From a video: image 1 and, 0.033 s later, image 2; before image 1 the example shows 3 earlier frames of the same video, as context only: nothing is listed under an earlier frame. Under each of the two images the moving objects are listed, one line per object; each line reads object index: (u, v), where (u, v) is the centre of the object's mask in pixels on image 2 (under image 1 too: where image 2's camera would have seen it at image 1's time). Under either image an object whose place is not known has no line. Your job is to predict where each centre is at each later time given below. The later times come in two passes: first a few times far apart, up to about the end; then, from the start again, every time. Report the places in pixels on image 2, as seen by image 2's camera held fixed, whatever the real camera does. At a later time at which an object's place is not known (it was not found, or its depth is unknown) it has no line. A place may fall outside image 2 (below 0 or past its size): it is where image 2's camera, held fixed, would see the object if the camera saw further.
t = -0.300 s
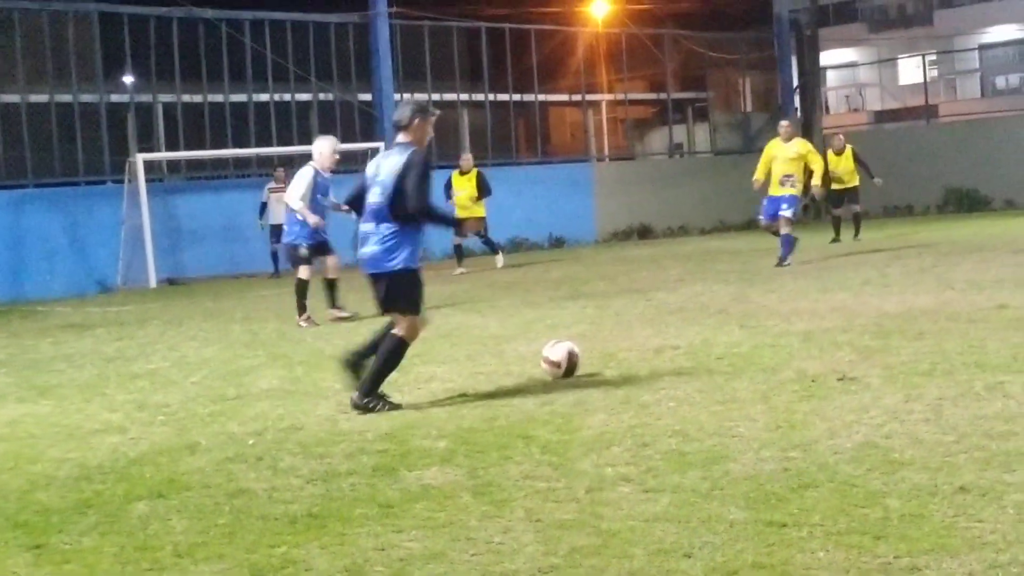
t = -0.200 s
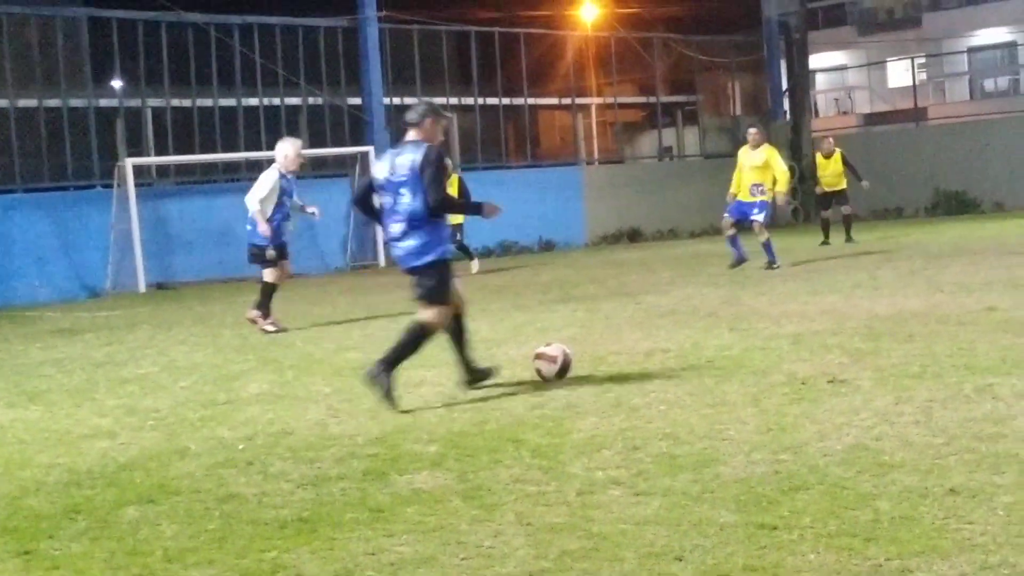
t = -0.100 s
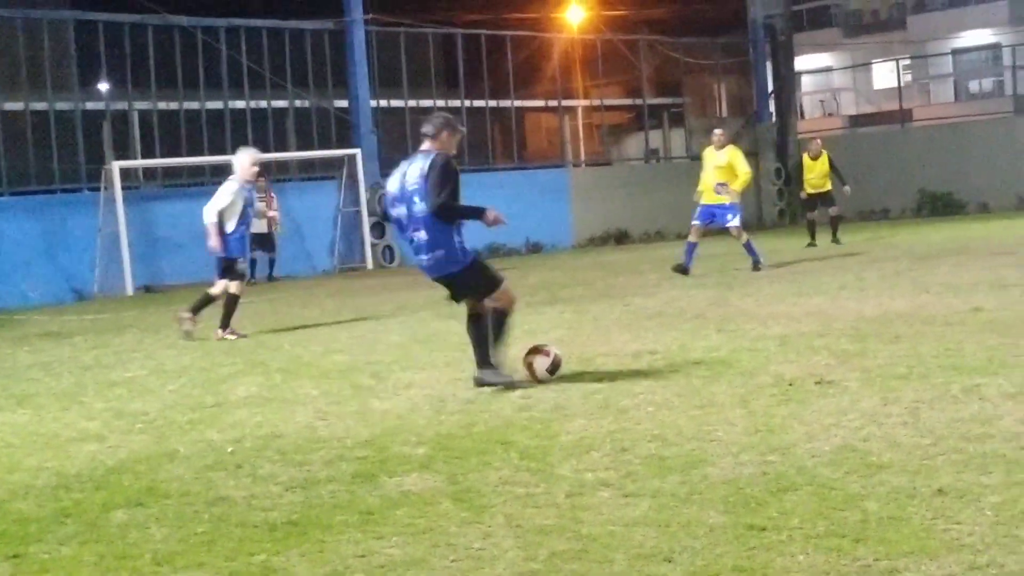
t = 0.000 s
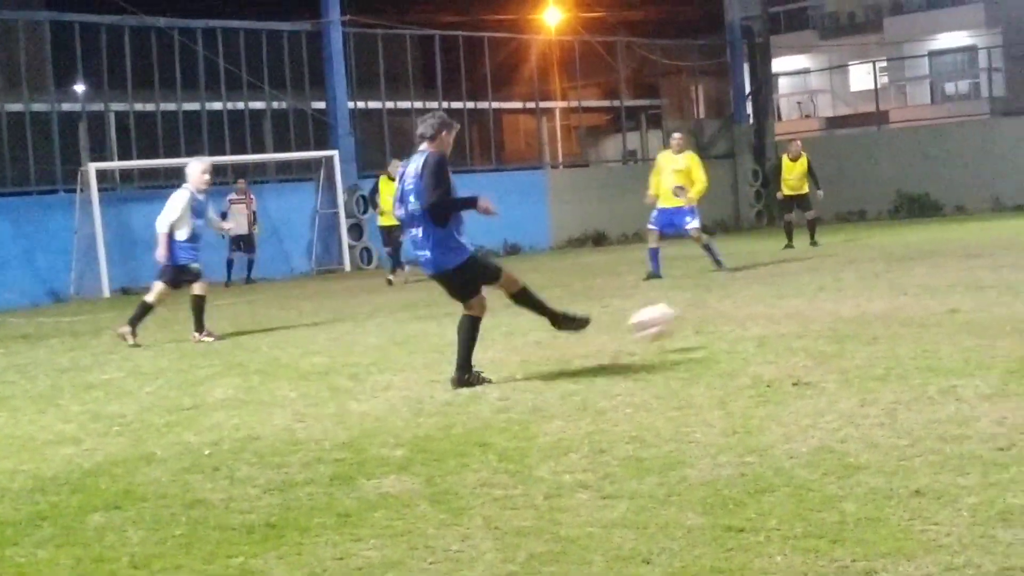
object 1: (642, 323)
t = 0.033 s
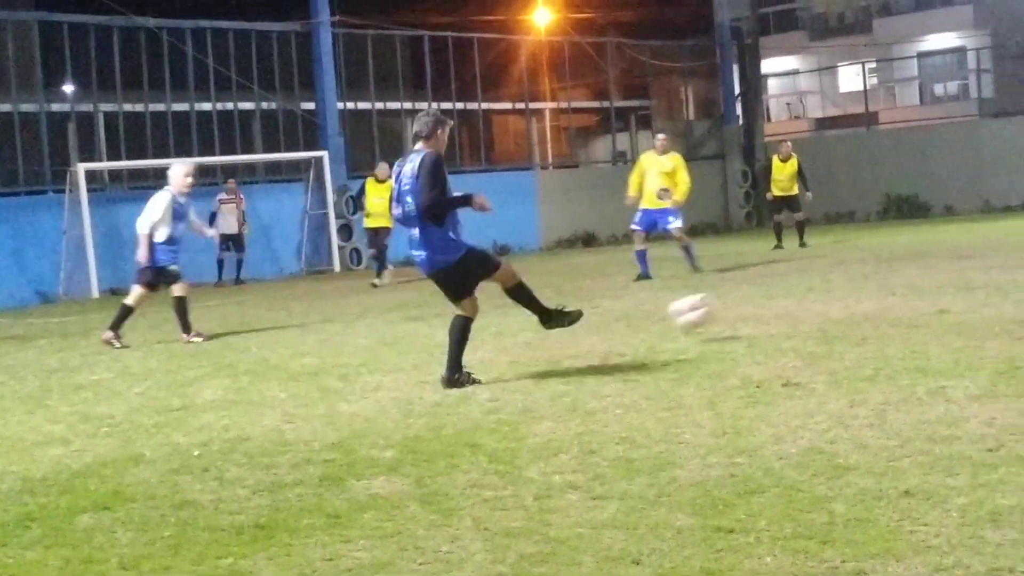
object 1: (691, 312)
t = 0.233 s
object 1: (908, 271)
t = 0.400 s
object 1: (1013, 257)
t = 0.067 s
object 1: (736, 302)
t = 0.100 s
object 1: (777, 294)
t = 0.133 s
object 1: (816, 291)
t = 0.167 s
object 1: (854, 290)
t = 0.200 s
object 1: (882, 281)
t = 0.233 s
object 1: (908, 271)
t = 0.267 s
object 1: (930, 265)
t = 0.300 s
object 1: (952, 261)
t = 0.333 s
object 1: (973, 258)
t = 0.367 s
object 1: (993, 257)
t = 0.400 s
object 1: (1013, 257)
